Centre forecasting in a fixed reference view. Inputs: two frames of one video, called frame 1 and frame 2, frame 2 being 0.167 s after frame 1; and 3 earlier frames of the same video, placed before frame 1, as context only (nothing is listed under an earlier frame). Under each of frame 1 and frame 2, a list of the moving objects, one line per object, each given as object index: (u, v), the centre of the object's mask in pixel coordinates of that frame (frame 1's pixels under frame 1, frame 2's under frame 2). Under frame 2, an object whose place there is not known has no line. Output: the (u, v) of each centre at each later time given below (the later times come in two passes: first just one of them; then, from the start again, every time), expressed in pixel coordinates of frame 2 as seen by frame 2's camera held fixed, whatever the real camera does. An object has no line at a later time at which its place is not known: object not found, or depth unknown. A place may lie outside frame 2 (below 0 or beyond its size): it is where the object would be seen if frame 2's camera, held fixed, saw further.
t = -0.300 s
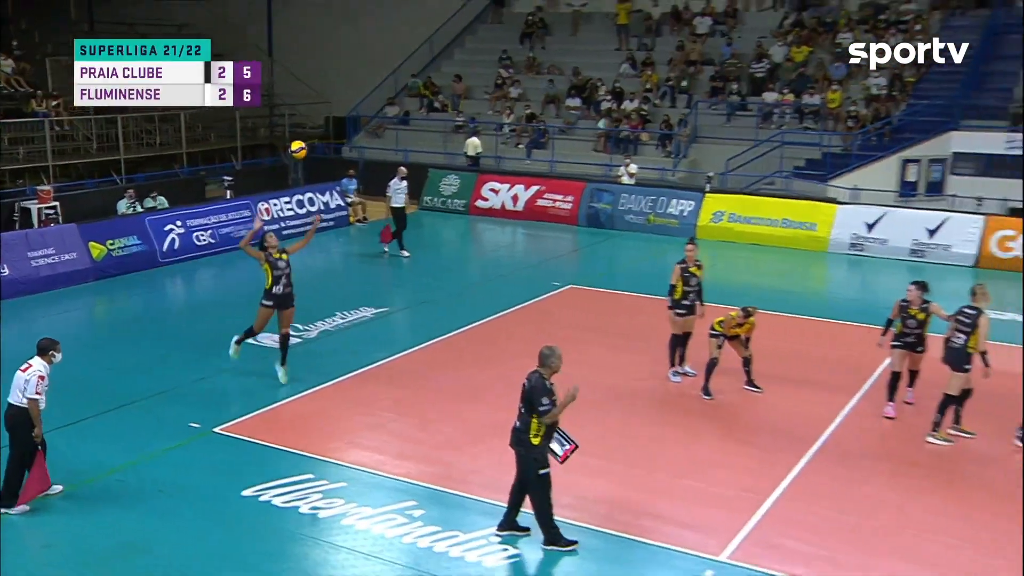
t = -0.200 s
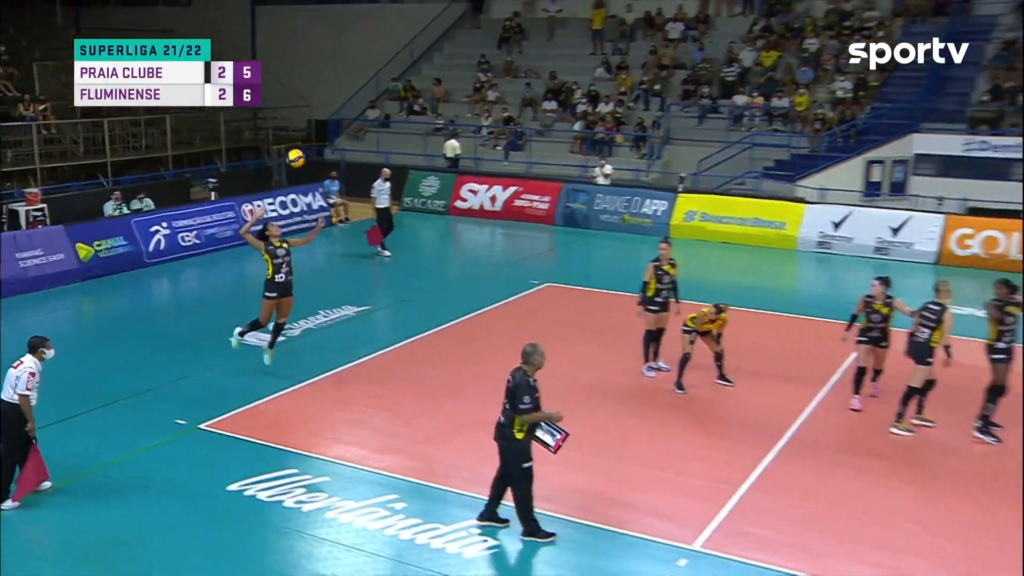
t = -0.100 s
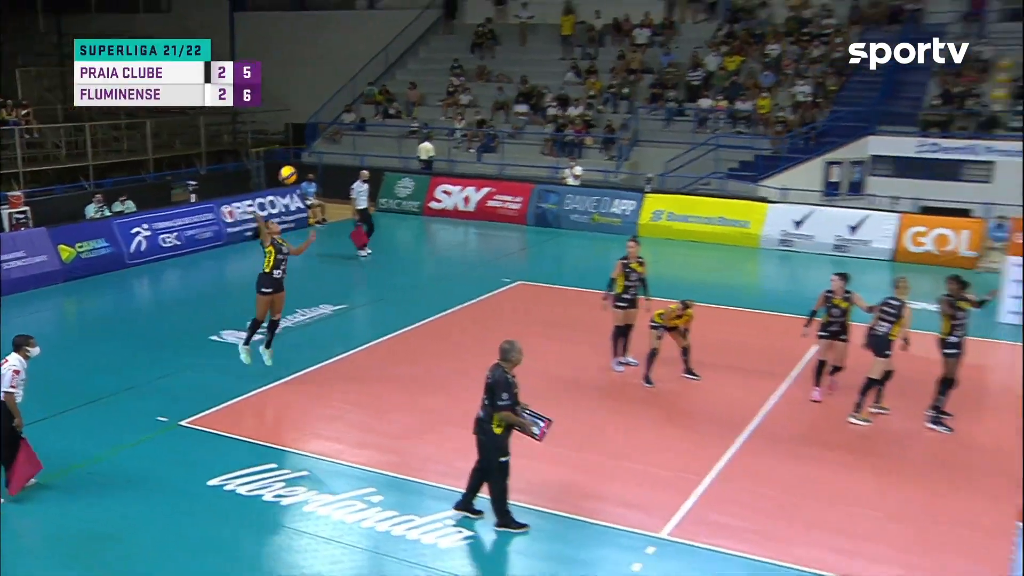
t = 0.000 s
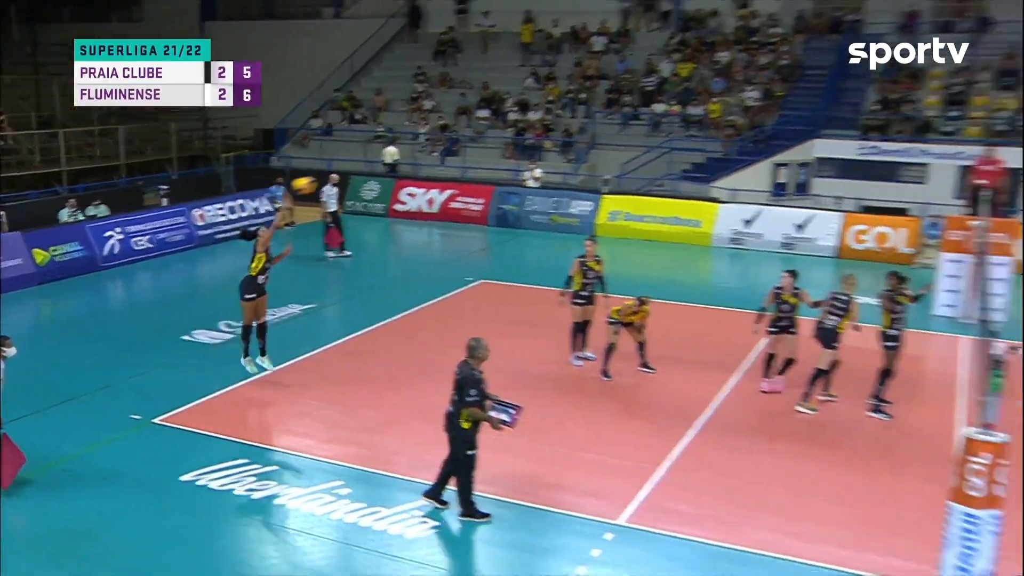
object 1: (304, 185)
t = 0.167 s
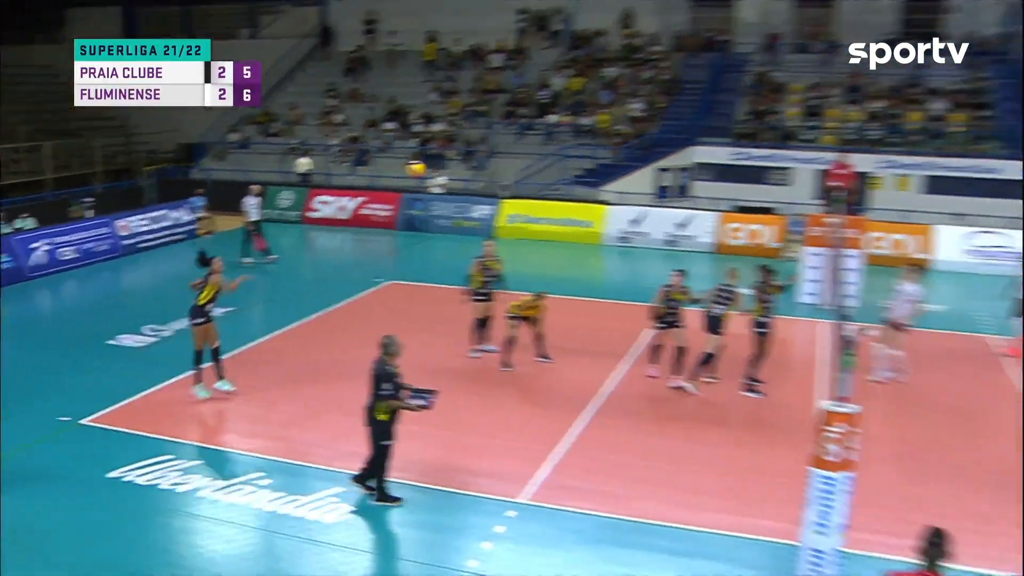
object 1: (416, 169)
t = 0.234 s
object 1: (487, 164)
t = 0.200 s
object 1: (453, 166)
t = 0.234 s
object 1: (487, 164)
